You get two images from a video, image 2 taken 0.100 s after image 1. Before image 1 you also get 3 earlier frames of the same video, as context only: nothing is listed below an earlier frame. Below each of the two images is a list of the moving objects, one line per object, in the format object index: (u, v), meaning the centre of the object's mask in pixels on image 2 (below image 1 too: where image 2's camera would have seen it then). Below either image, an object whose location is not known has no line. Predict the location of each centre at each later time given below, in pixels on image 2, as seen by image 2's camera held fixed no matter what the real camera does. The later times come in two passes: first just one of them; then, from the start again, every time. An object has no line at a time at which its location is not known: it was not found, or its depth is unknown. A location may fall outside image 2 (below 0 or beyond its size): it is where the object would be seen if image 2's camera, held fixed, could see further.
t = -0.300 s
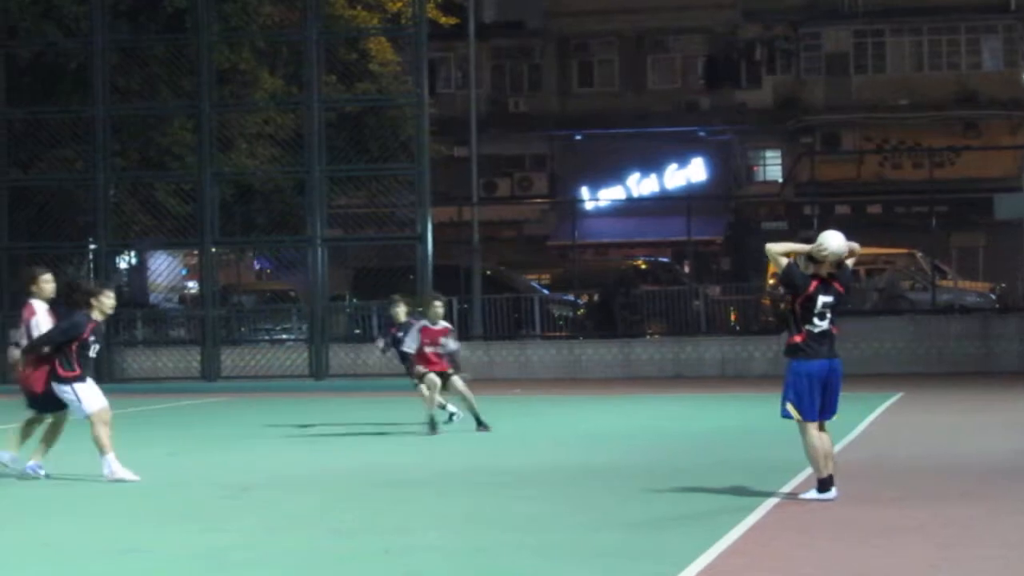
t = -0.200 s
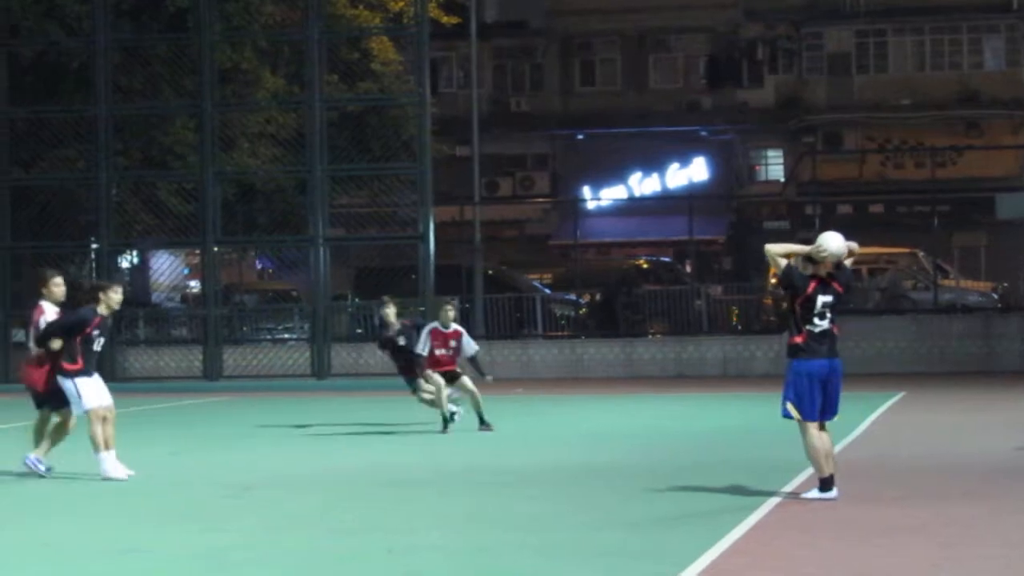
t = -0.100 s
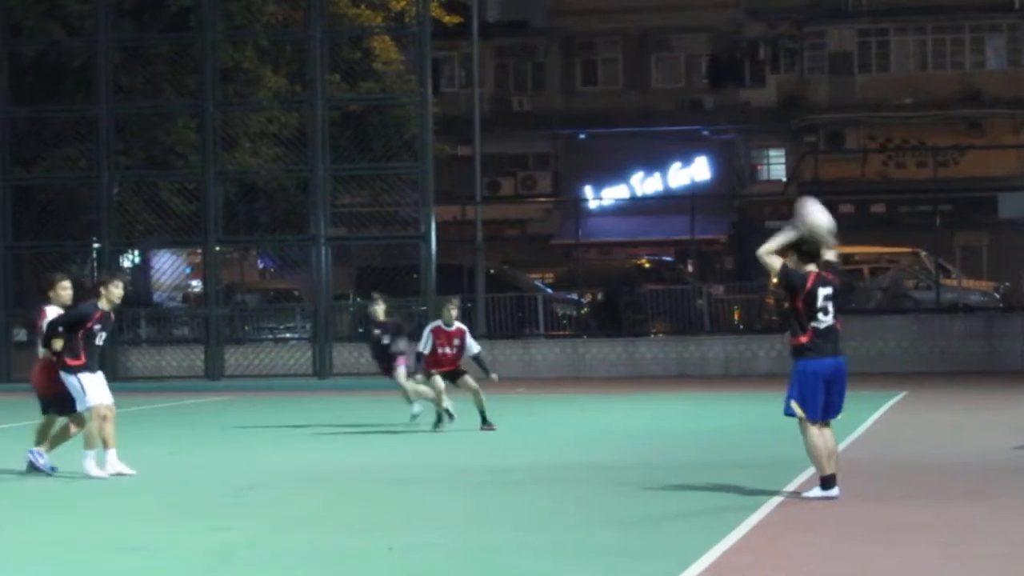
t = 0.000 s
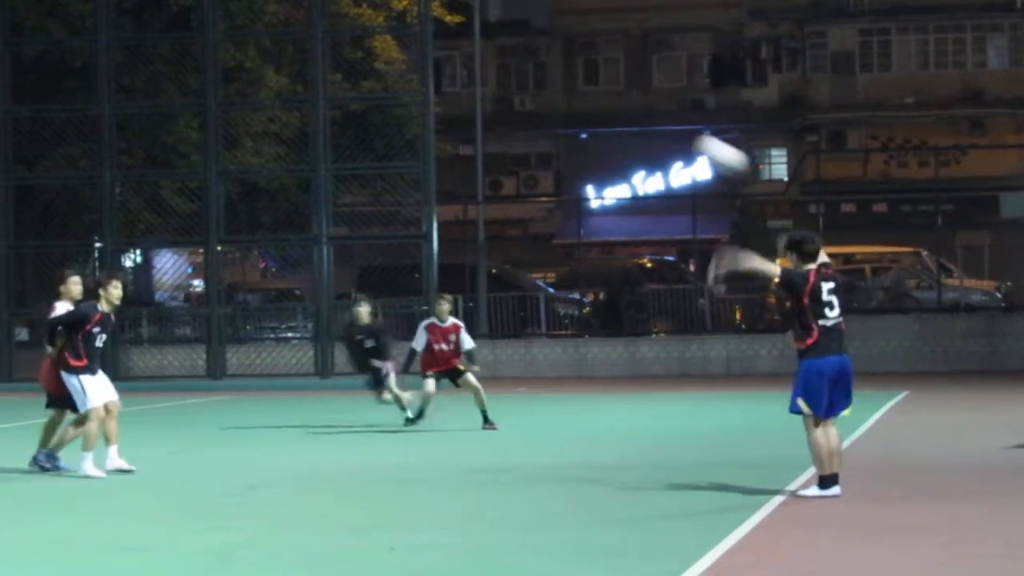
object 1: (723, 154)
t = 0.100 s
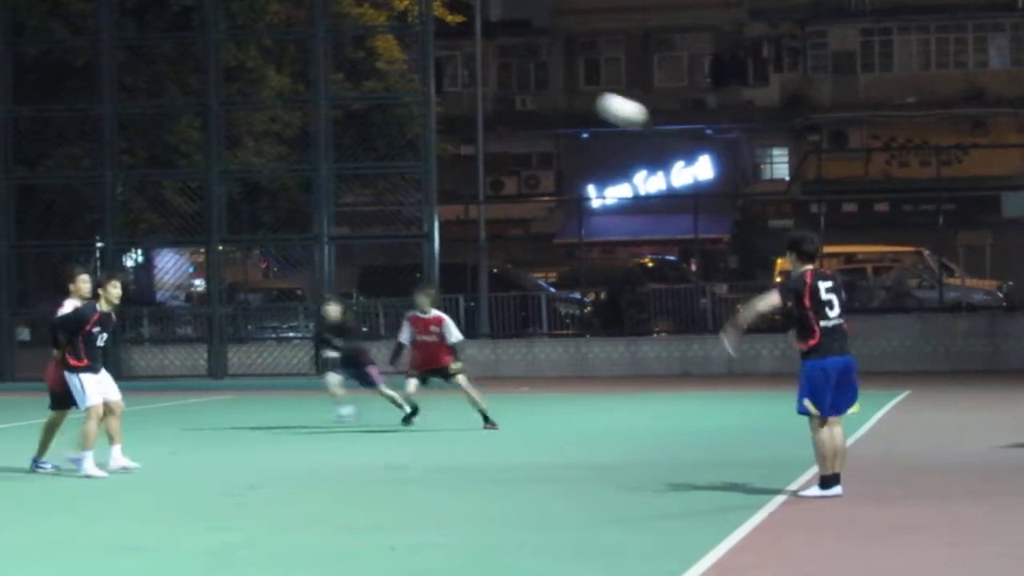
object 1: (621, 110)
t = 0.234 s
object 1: (501, 77)
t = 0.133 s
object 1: (589, 100)
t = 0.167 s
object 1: (559, 90)
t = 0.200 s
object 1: (530, 83)
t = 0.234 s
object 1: (501, 77)
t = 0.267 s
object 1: (472, 73)
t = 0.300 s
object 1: (445, 71)
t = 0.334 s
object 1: (419, 70)
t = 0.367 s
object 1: (393, 70)
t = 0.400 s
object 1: (368, 71)
